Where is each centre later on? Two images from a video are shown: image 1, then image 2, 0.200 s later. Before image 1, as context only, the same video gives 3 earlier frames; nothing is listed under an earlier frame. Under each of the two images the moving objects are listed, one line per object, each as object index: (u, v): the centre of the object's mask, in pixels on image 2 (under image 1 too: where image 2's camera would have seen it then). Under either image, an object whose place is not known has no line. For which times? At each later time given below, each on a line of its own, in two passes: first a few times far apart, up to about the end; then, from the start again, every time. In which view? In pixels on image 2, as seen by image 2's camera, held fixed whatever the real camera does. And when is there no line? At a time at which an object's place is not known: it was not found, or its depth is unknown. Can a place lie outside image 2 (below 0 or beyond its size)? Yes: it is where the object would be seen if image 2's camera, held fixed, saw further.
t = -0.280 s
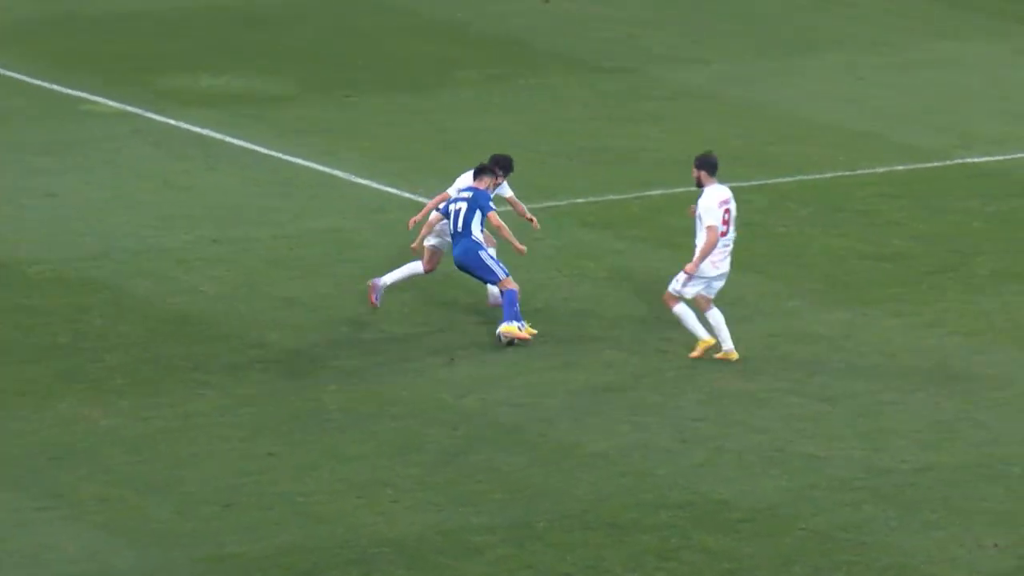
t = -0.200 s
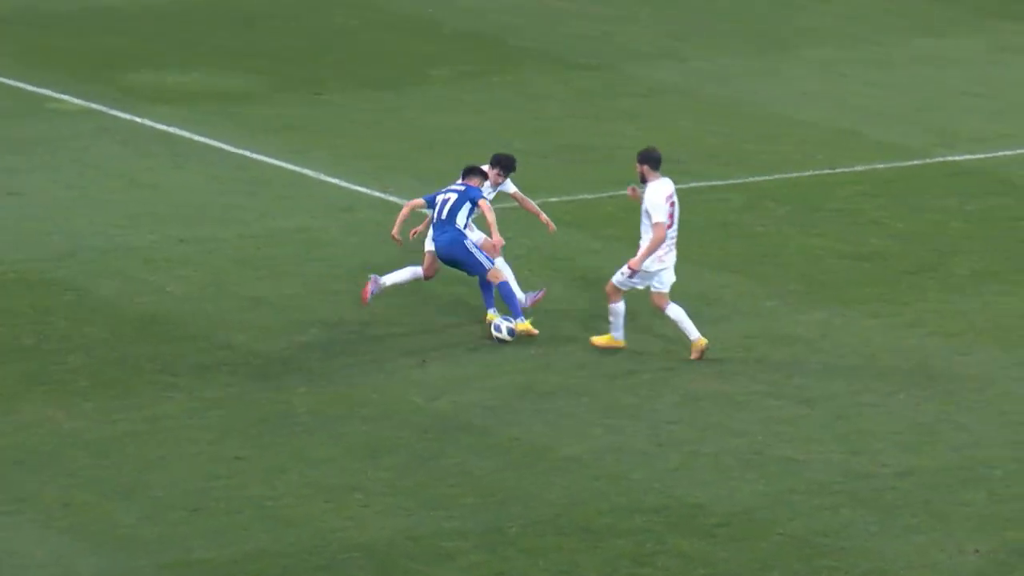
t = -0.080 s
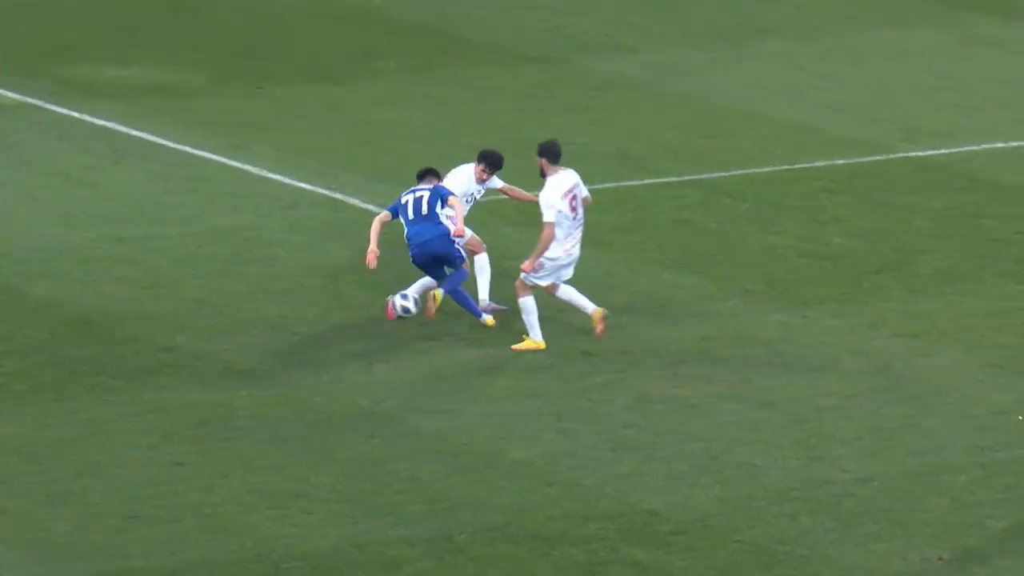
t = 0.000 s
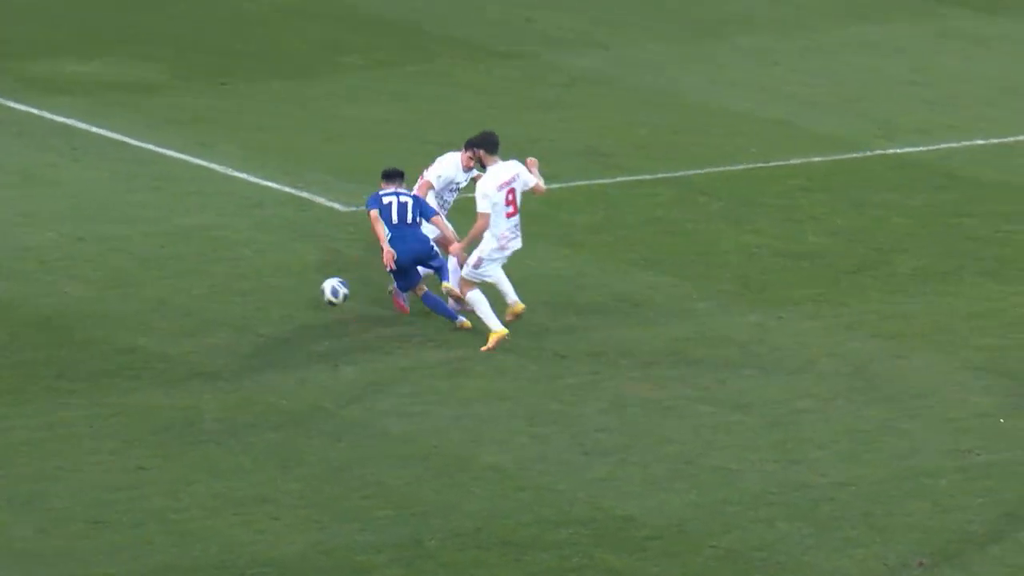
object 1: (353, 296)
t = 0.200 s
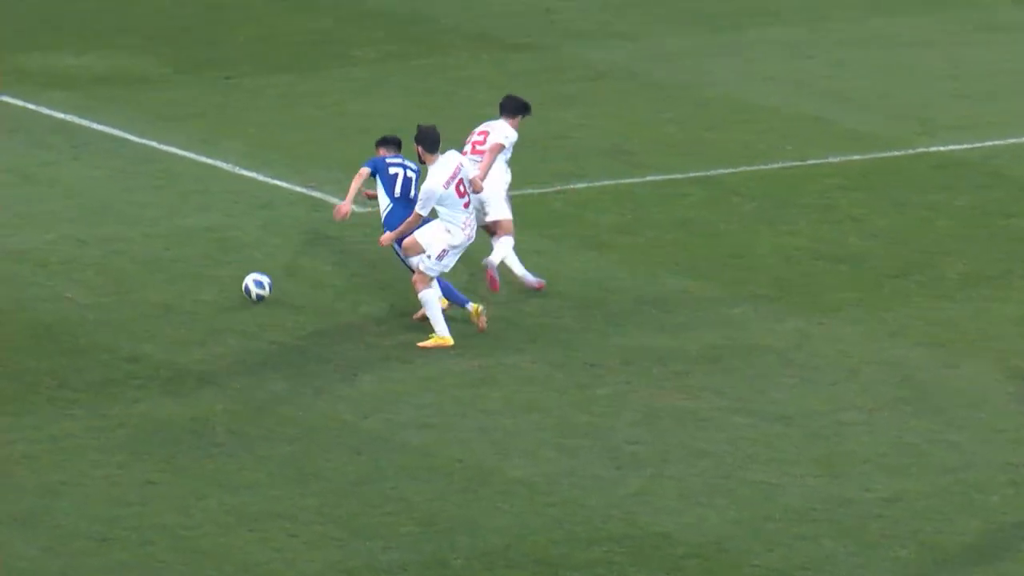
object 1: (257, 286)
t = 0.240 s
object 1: (243, 277)
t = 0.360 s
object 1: (202, 266)
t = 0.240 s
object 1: (243, 277)
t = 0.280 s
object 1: (229, 271)
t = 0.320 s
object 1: (215, 268)
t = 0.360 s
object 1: (202, 266)
